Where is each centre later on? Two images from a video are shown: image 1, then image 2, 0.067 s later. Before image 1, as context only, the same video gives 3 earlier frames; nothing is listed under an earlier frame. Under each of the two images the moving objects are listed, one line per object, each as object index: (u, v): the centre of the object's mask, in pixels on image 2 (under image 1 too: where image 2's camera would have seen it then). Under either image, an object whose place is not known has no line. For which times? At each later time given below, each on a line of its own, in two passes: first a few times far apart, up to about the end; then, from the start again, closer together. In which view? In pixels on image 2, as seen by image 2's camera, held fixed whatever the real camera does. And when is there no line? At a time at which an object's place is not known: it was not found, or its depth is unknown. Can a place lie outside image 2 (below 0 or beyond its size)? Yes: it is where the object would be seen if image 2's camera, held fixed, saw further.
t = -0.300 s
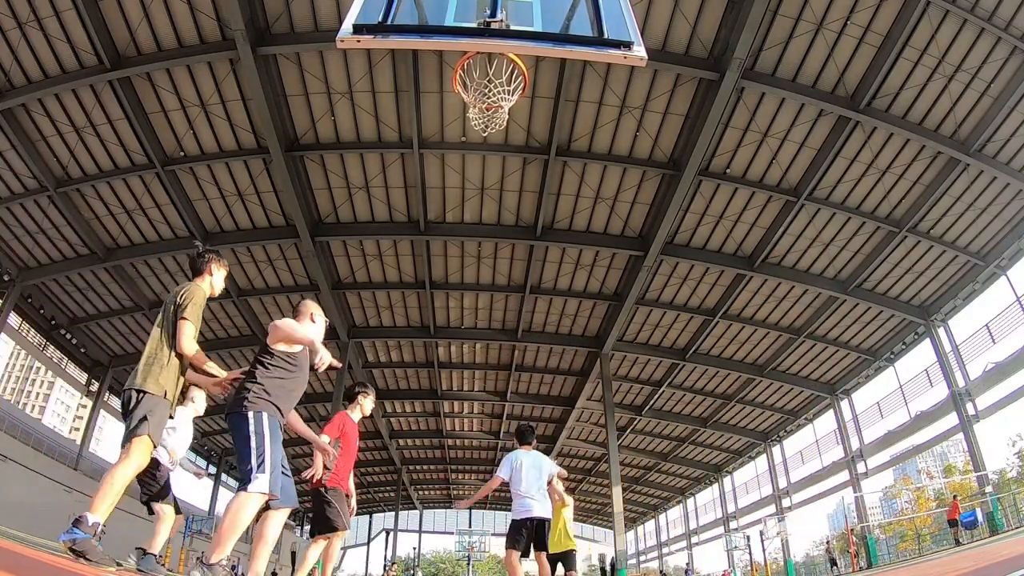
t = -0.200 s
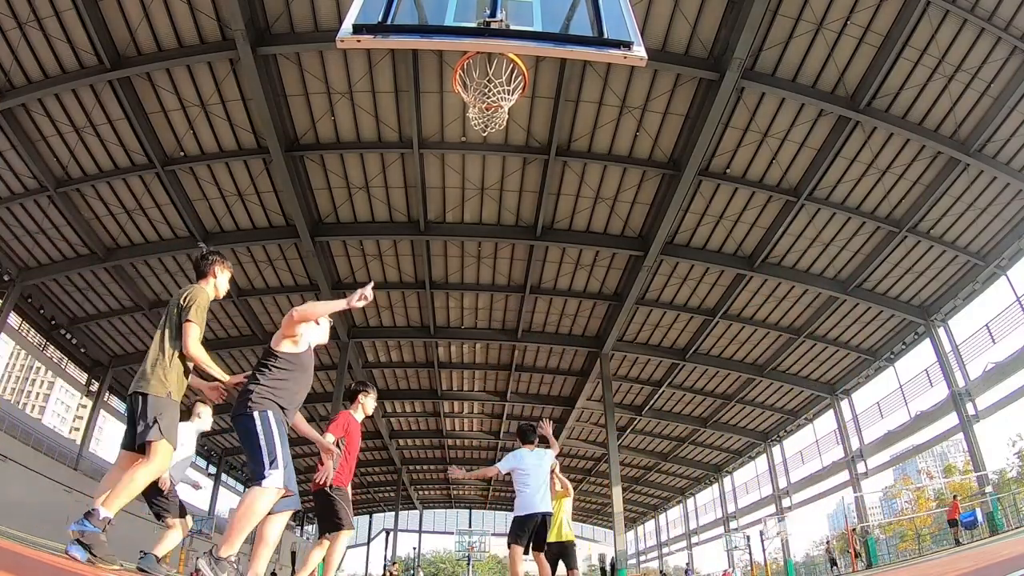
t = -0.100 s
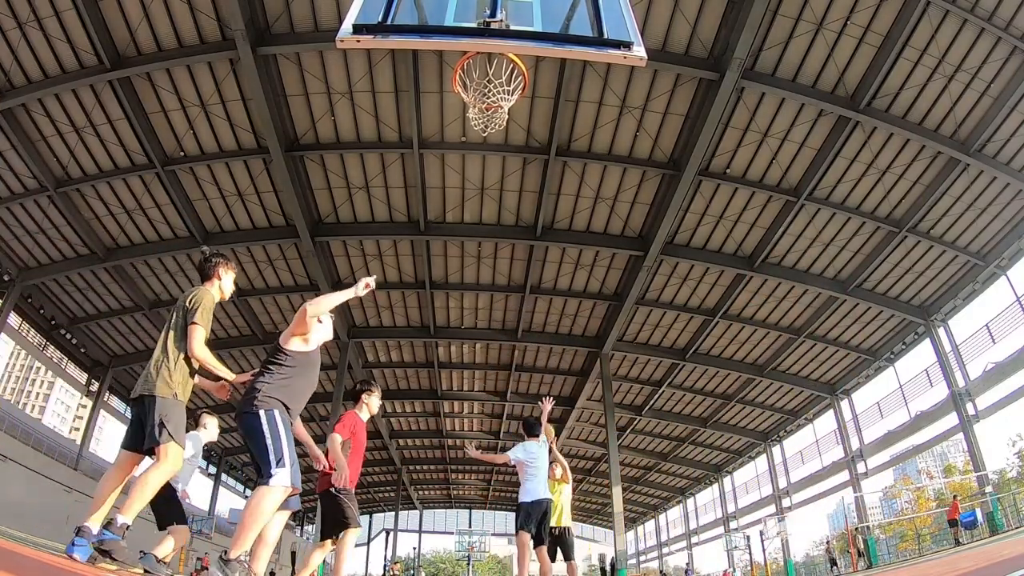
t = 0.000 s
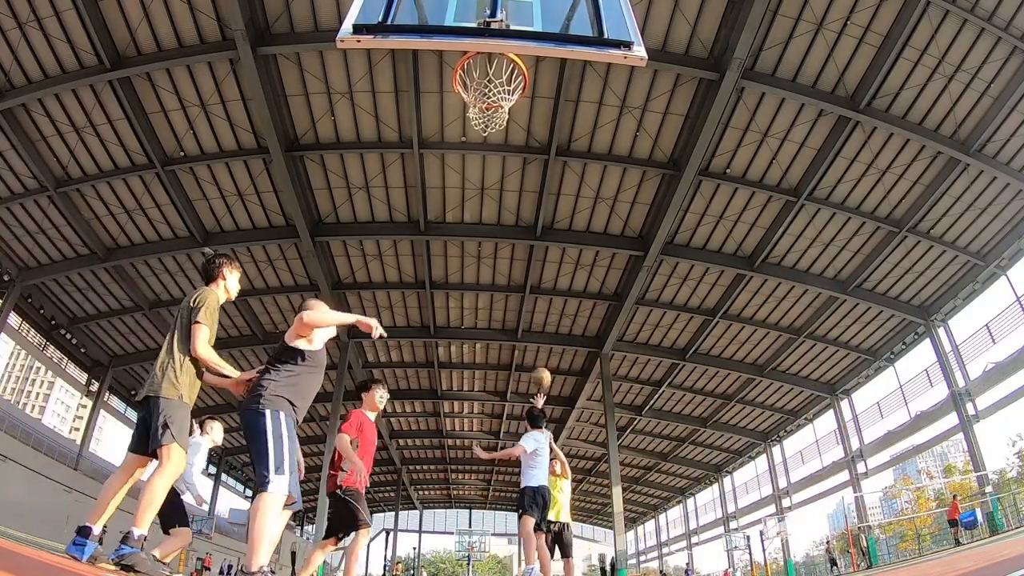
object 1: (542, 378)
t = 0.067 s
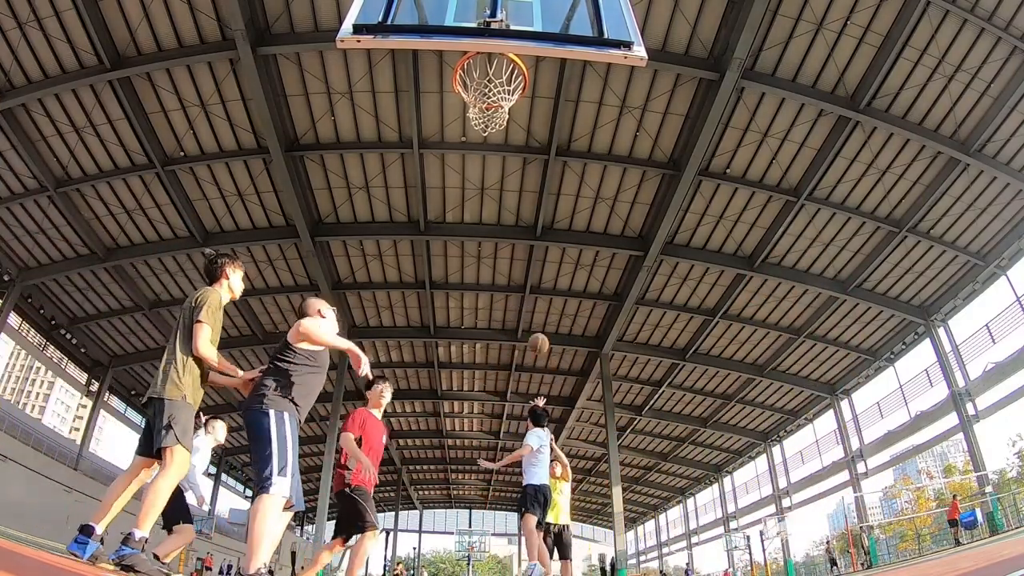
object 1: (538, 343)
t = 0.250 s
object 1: (531, 260)
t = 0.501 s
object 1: (519, 170)
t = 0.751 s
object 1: (512, 109)
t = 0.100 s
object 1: (537, 327)
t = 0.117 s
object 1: (537, 319)
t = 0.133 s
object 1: (537, 310)
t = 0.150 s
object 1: (535, 303)
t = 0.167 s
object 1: (535, 295)
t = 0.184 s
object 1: (534, 287)
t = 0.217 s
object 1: (533, 273)
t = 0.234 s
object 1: (532, 267)
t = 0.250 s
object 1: (531, 260)
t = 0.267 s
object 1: (531, 253)
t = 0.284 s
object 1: (530, 246)
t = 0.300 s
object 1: (530, 239)
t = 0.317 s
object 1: (528, 233)
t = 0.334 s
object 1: (528, 227)
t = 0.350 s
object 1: (527, 221)
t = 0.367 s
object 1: (527, 214)
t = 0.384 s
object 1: (526, 209)
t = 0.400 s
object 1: (525, 203)
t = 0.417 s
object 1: (525, 197)
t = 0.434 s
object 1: (523, 192)
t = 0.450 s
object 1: (522, 186)
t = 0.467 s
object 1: (521, 180)
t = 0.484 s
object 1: (520, 175)
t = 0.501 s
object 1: (519, 170)
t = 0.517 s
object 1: (518, 165)
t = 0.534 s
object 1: (517, 160)
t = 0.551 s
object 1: (516, 156)
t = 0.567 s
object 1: (516, 151)
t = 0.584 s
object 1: (514, 146)
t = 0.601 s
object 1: (514, 141)
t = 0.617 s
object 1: (513, 137)
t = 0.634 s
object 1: (513, 133)
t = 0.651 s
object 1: (512, 129)
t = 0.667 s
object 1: (512, 125)
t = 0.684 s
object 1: (514, 120)
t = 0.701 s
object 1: (514, 115)
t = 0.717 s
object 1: (514, 113)
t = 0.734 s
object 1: (513, 110)
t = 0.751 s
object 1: (512, 109)
